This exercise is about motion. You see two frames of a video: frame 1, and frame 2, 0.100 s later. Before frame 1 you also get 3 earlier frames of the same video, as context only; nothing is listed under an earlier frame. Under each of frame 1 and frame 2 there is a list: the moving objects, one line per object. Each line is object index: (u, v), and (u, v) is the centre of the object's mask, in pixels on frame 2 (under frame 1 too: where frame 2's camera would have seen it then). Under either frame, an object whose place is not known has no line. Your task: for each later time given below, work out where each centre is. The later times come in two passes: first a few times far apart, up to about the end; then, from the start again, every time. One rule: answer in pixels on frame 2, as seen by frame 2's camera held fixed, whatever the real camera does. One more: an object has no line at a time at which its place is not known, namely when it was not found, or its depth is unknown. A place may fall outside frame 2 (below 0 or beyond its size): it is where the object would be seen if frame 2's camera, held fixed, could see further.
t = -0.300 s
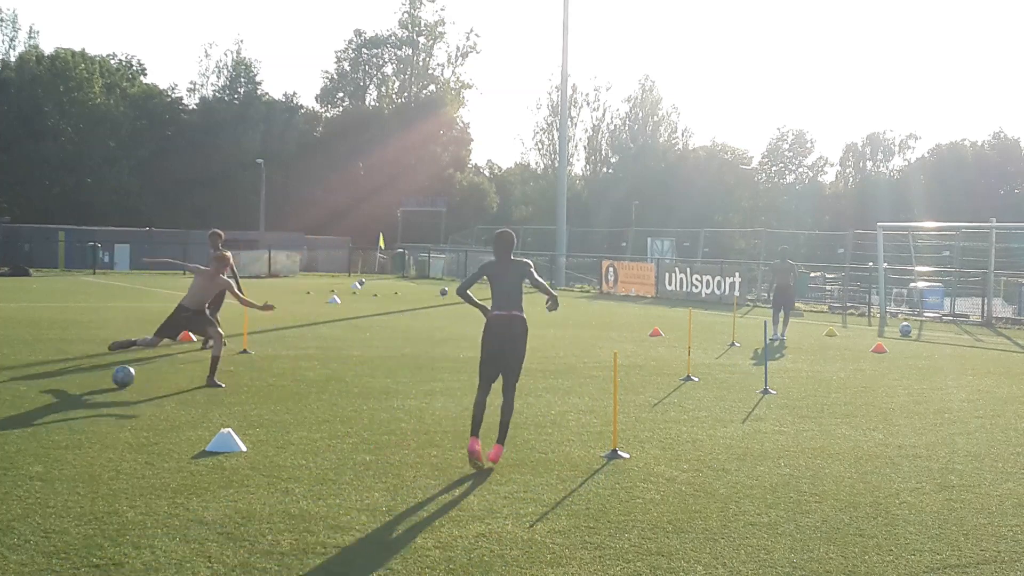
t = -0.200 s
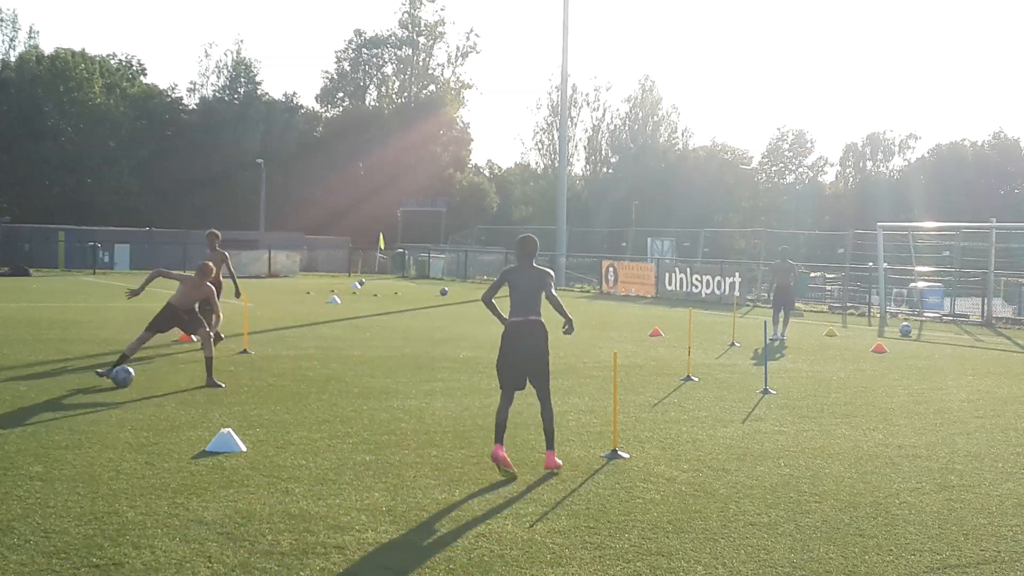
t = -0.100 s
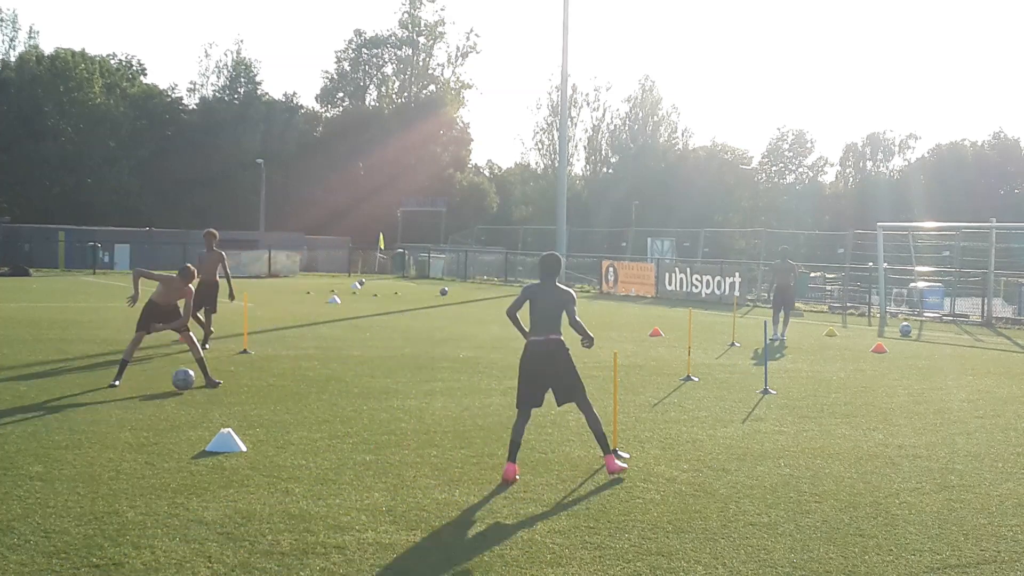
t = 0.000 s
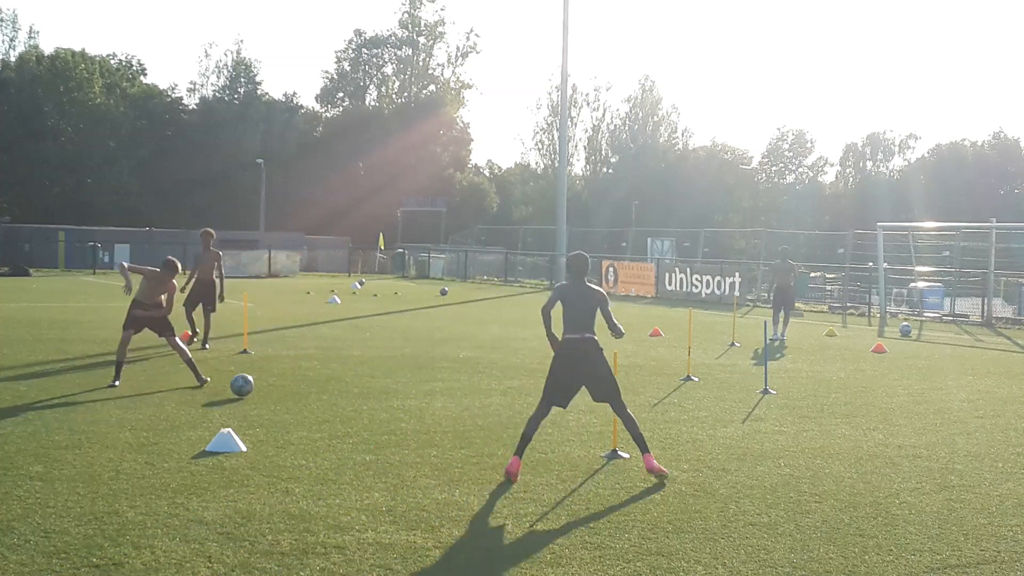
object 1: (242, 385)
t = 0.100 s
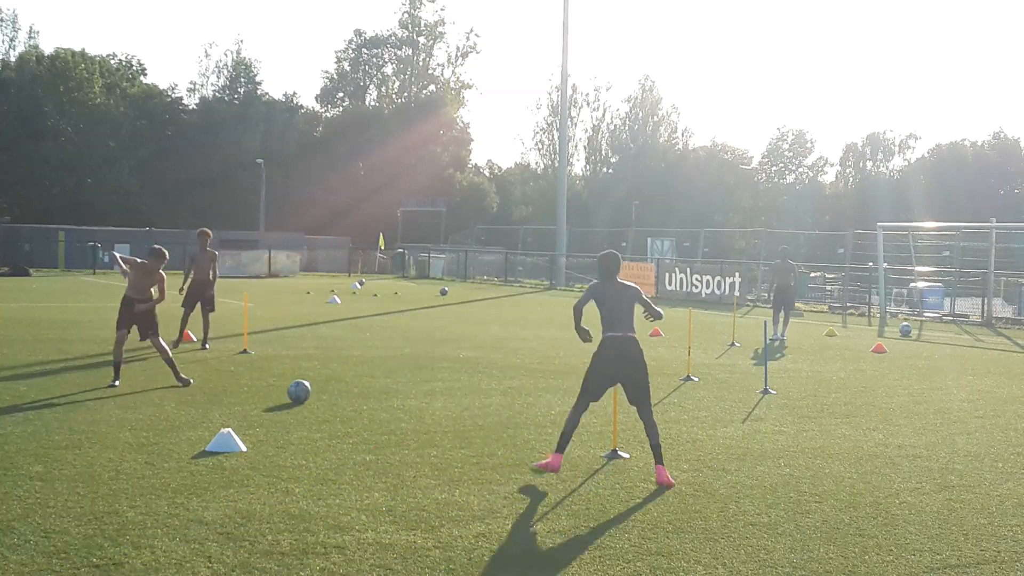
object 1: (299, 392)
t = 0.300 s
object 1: (401, 399)
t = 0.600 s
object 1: (545, 412)
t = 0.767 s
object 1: (628, 419)
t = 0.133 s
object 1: (316, 392)
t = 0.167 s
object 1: (334, 393)
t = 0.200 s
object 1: (352, 396)
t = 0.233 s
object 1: (369, 397)
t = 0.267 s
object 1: (385, 397)
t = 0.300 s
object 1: (401, 399)
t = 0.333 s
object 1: (418, 401)
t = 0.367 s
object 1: (433, 402)
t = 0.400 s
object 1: (449, 404)
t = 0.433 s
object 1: (465, 406)
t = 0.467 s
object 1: (481, 407)
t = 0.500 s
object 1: (497, 408)
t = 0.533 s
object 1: (513, 409)
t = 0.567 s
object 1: (529, 411)
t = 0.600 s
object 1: (545, 412)
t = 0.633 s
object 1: (561, 414)
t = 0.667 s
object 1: (577, 415)
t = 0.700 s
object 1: (594, 416)
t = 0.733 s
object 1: (610, 417)
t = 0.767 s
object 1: (628, 419)
